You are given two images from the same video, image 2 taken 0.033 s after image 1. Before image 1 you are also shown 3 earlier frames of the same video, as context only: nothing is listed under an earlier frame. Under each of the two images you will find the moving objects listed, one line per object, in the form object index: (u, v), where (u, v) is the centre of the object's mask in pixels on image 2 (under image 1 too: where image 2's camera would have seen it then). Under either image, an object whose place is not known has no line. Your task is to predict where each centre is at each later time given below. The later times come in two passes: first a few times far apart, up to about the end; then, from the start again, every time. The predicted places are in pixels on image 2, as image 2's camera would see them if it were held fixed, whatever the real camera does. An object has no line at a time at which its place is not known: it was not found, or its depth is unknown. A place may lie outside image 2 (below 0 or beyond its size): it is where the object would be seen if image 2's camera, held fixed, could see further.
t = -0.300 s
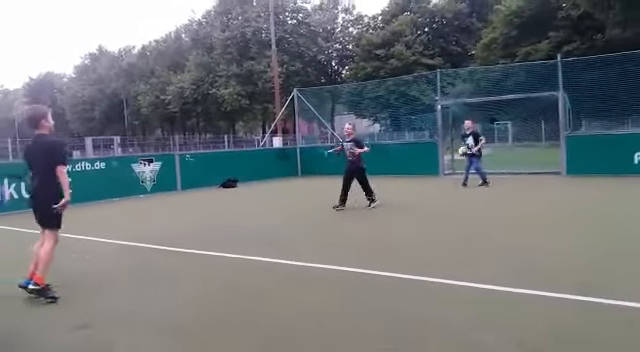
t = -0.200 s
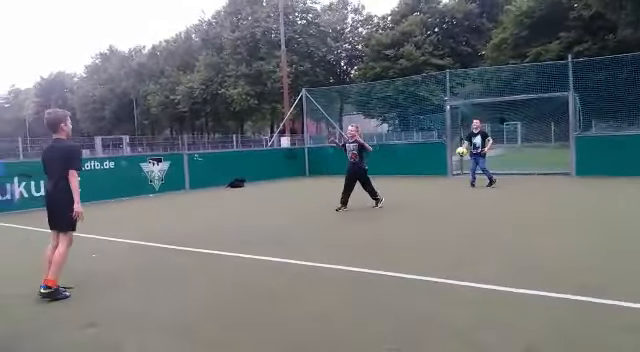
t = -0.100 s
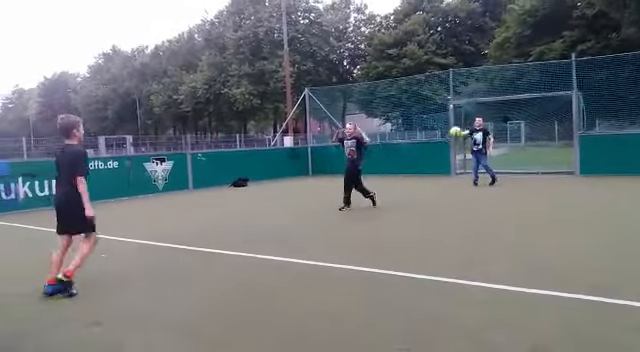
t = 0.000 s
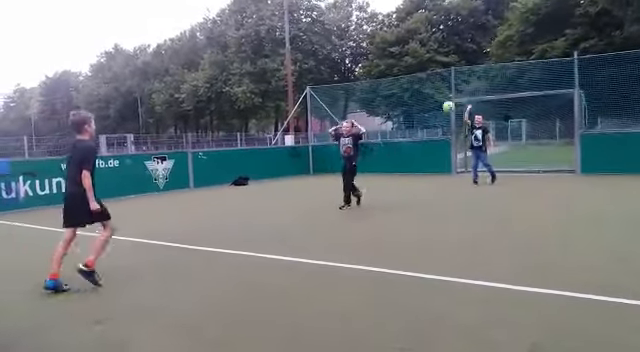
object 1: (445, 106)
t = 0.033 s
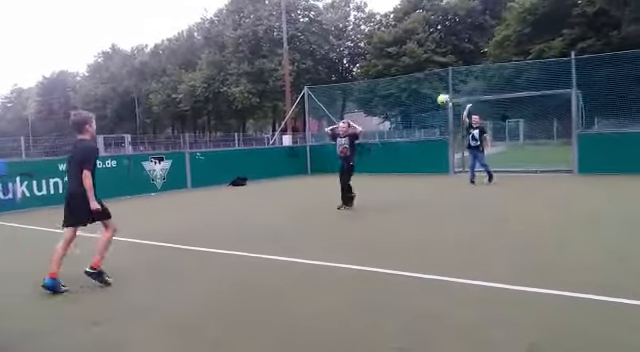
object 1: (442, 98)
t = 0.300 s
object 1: (418, 56)
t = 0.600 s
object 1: (384, 49)
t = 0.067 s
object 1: (440, 92)
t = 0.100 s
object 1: (437, 85)
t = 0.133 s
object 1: (434, 79)
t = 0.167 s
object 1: (431, 74)
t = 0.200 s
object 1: (428, 69)
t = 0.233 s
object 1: (425, 64)
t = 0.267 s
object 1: (422, 60)
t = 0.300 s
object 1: (418, 56)
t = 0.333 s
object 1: (415, 53)
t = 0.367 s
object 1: (411, 49)
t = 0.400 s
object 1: (408, 47)
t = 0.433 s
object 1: (404, 46)
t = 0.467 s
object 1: (401, 46)
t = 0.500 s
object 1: (397, 45)
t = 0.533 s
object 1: (393, 46)
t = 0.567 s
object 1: (388, 48)
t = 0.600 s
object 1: (384, 49)
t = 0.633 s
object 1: (380, 52)
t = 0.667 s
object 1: (376, 56)
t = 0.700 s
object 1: (371, 62)
